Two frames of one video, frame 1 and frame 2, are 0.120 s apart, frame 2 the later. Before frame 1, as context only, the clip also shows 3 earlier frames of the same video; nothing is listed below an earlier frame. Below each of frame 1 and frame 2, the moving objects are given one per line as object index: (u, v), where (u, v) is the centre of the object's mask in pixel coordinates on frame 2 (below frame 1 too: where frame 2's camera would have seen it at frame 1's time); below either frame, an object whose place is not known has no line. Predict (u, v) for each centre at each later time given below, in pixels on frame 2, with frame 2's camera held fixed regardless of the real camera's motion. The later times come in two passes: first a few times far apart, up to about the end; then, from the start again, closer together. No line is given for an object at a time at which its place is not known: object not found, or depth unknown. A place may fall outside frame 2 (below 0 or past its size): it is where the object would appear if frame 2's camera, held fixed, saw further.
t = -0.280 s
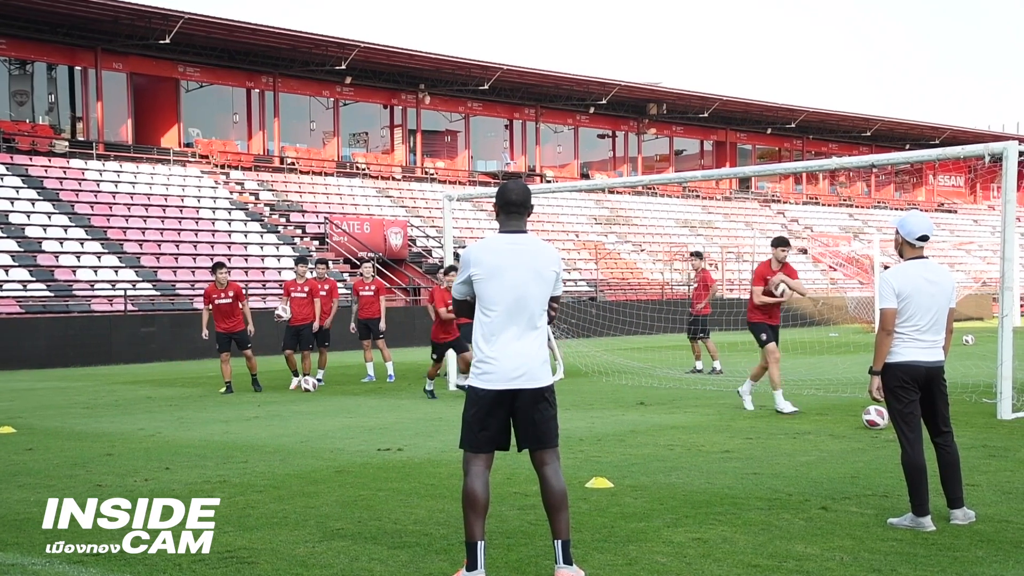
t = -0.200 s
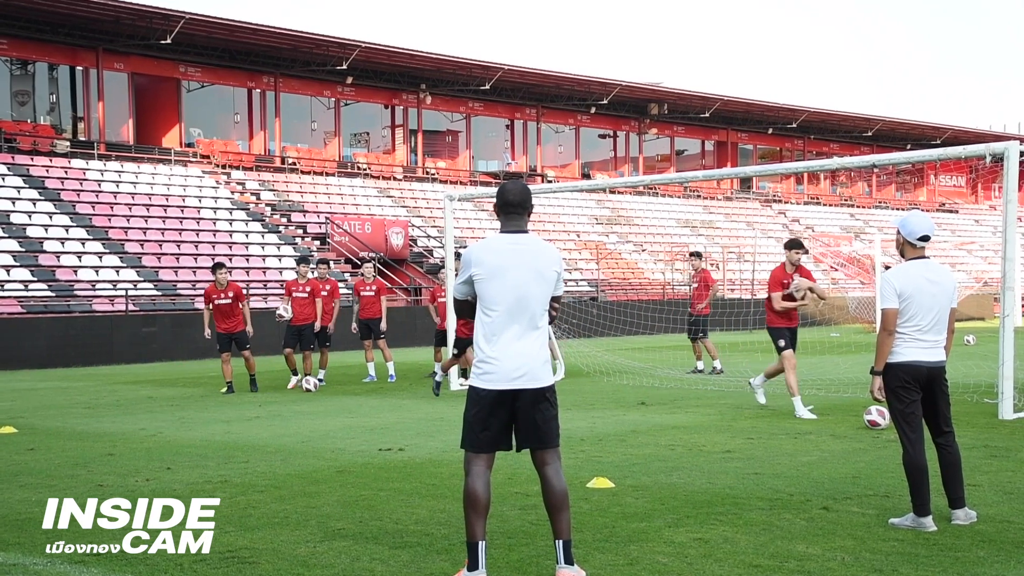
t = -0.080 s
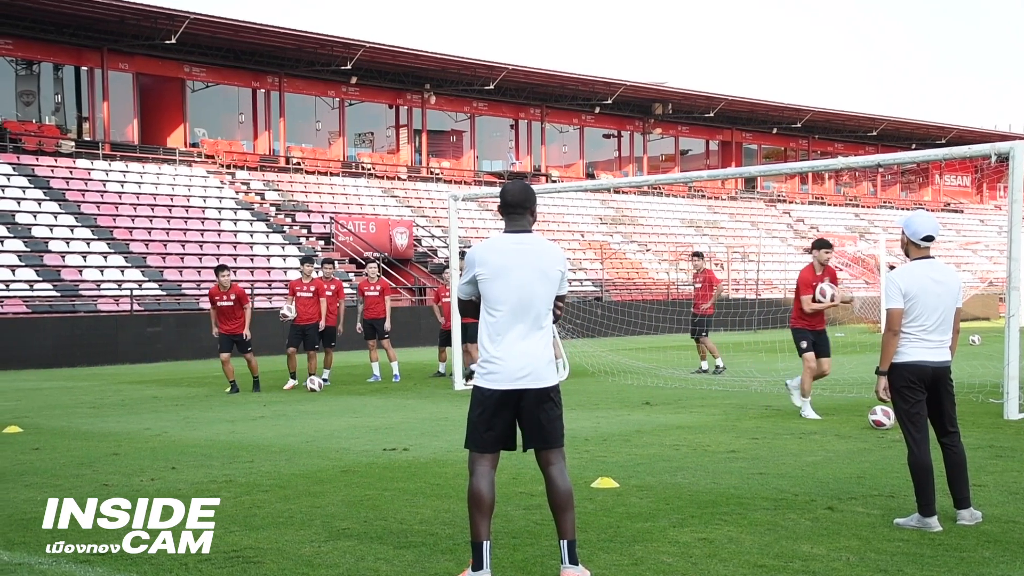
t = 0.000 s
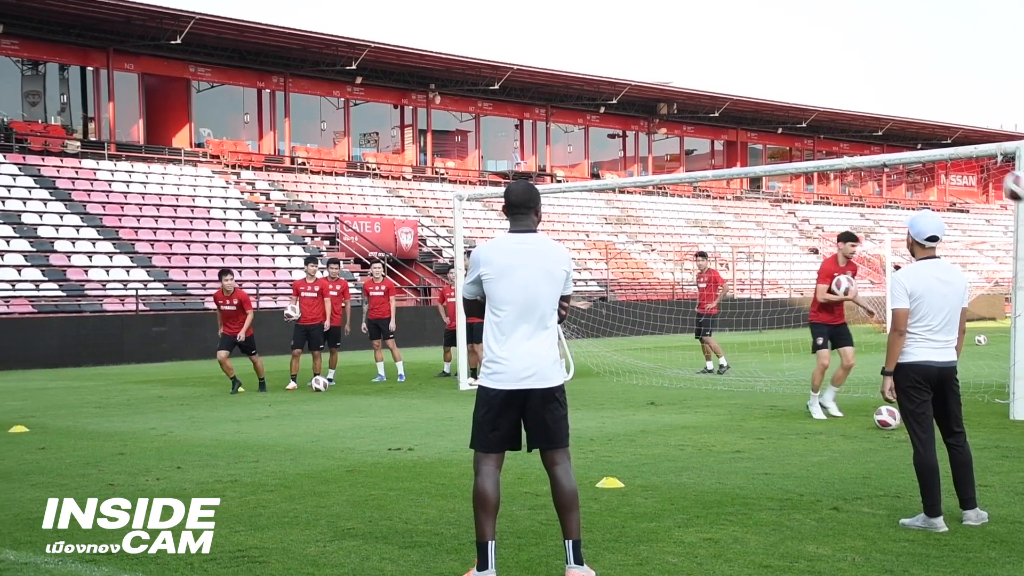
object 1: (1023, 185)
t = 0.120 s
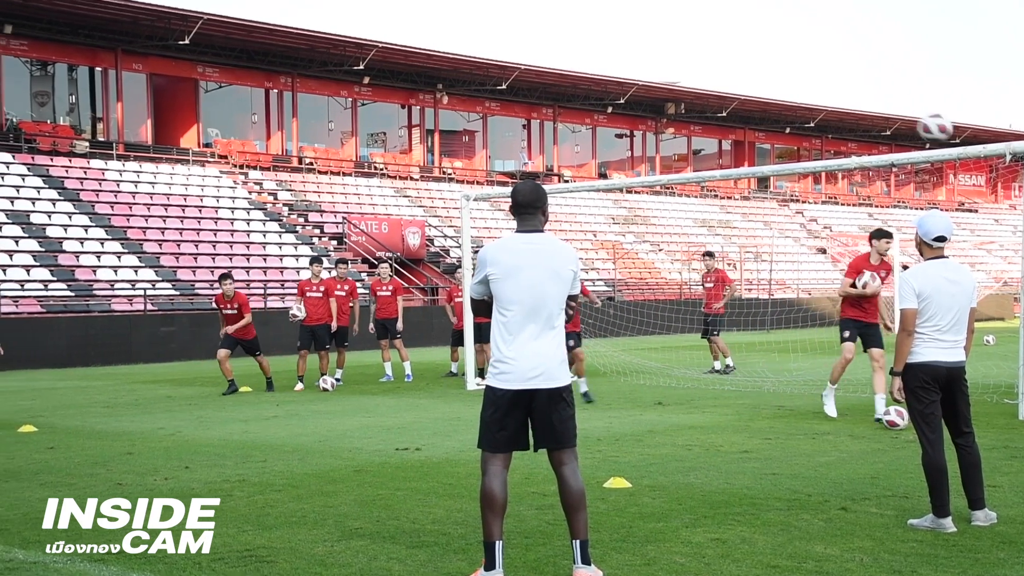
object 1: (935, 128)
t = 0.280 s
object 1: (812, 78)
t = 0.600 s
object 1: (573, 79)
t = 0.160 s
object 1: (904, 112)
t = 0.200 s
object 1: (873, 98)
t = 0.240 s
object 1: (843, 87)
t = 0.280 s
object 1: (812, 78)
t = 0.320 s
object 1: (783, 71)
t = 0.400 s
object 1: (722, 63)
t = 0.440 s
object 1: (693, 61)
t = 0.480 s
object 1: (663, 63)
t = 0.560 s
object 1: (604, 71)
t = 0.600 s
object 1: (573, 79)
